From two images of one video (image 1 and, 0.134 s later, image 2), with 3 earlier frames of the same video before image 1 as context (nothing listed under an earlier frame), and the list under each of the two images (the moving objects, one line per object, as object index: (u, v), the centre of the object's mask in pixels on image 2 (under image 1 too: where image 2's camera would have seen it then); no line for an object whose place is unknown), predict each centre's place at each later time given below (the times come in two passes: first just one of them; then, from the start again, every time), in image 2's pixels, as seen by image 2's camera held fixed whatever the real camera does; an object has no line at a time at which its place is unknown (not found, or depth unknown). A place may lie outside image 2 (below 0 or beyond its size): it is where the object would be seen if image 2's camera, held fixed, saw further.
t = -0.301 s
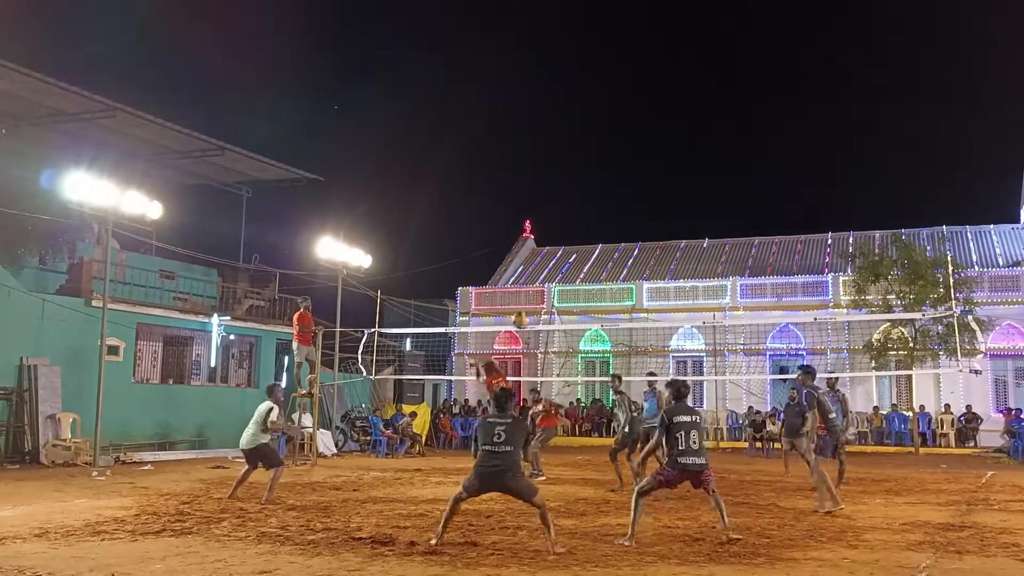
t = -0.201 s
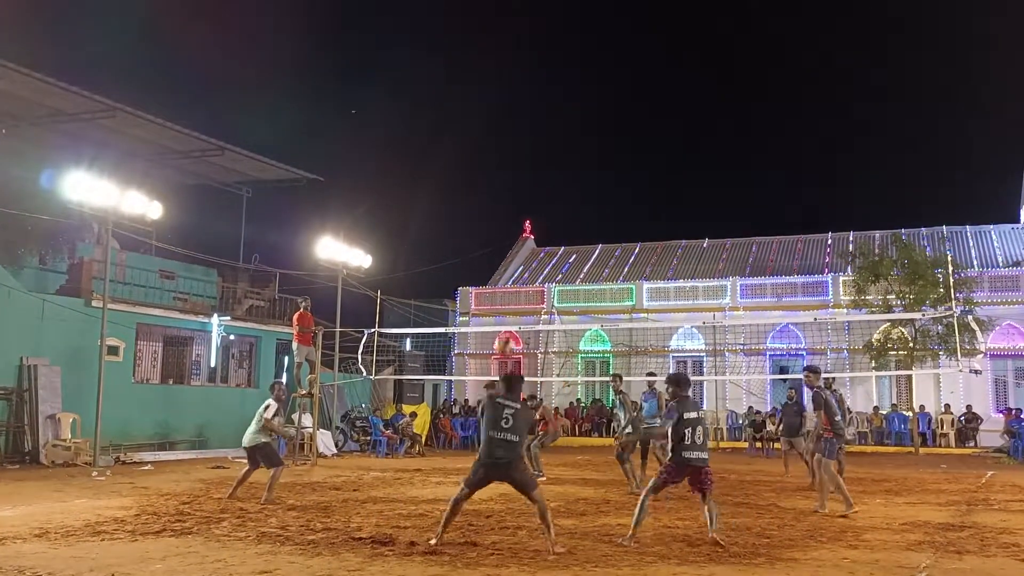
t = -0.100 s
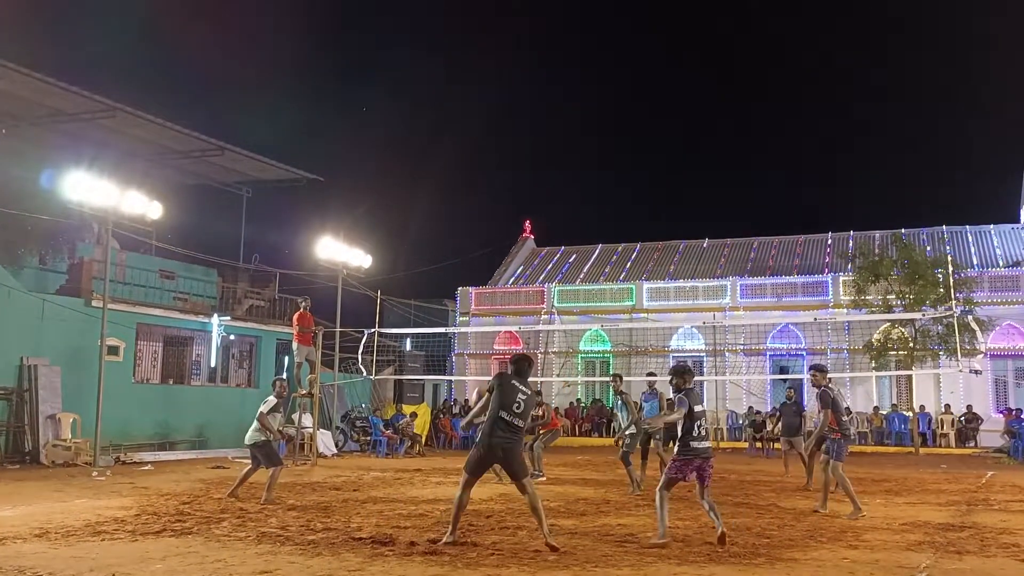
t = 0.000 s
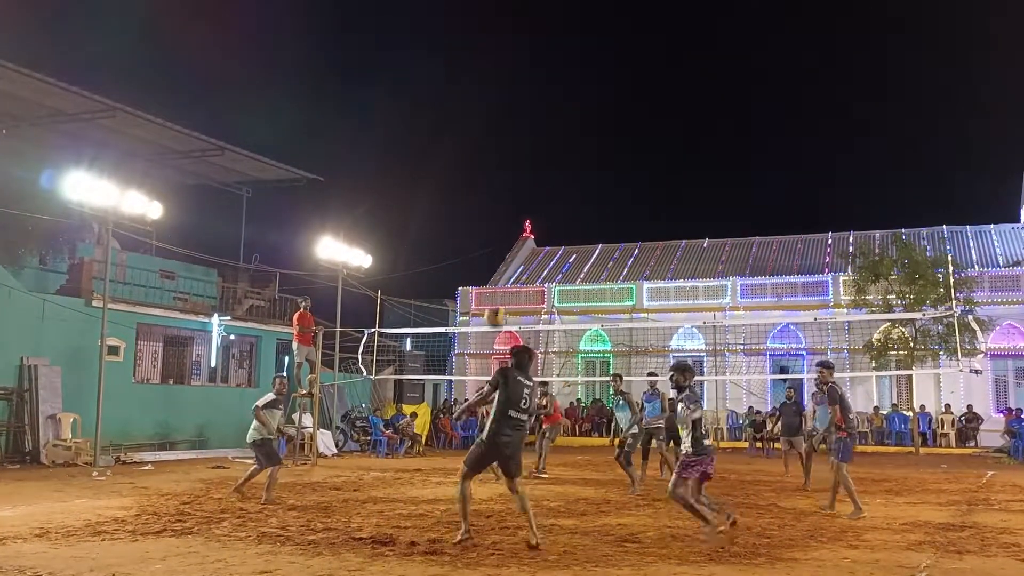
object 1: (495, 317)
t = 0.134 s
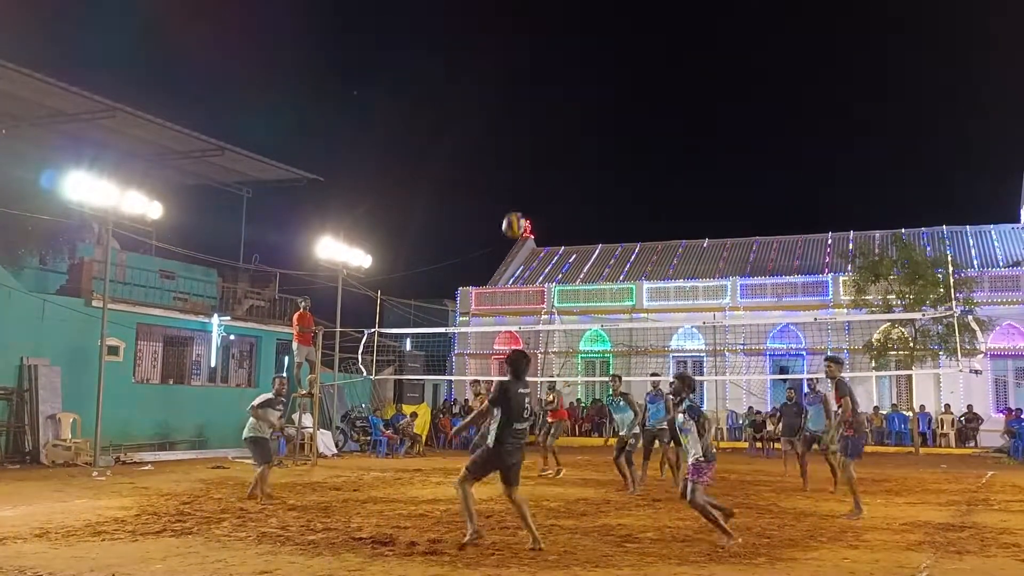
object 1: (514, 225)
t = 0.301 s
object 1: (534, 145)
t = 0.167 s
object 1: (518, 206)
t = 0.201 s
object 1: (522, 189)
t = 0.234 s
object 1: (527, 172)
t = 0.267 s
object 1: (530, 158)
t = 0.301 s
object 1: (534, 145)
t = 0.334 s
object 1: (538, 133)
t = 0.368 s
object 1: (542, 122)
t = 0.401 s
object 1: (545, 113)
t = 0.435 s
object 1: (549, 105)
